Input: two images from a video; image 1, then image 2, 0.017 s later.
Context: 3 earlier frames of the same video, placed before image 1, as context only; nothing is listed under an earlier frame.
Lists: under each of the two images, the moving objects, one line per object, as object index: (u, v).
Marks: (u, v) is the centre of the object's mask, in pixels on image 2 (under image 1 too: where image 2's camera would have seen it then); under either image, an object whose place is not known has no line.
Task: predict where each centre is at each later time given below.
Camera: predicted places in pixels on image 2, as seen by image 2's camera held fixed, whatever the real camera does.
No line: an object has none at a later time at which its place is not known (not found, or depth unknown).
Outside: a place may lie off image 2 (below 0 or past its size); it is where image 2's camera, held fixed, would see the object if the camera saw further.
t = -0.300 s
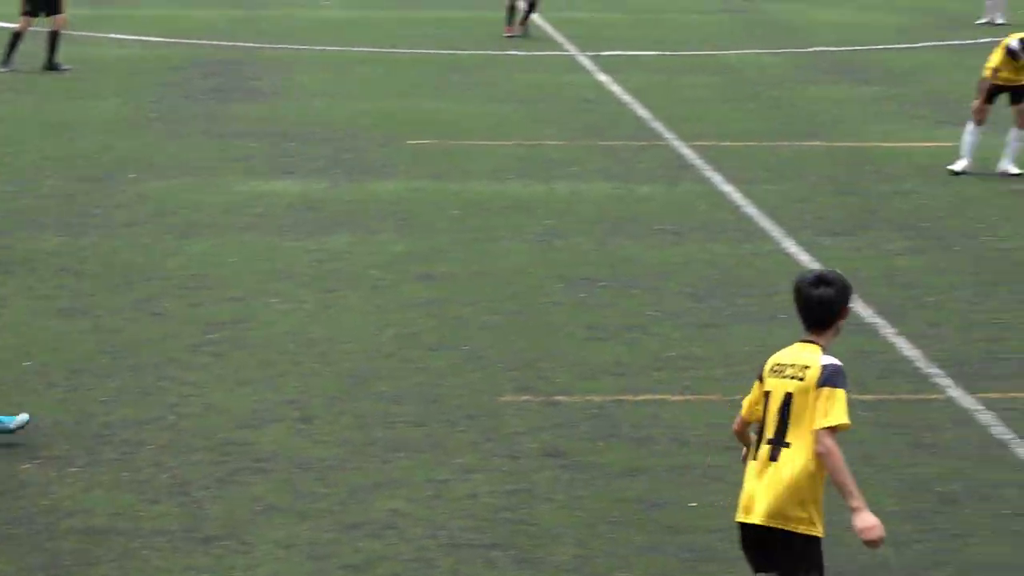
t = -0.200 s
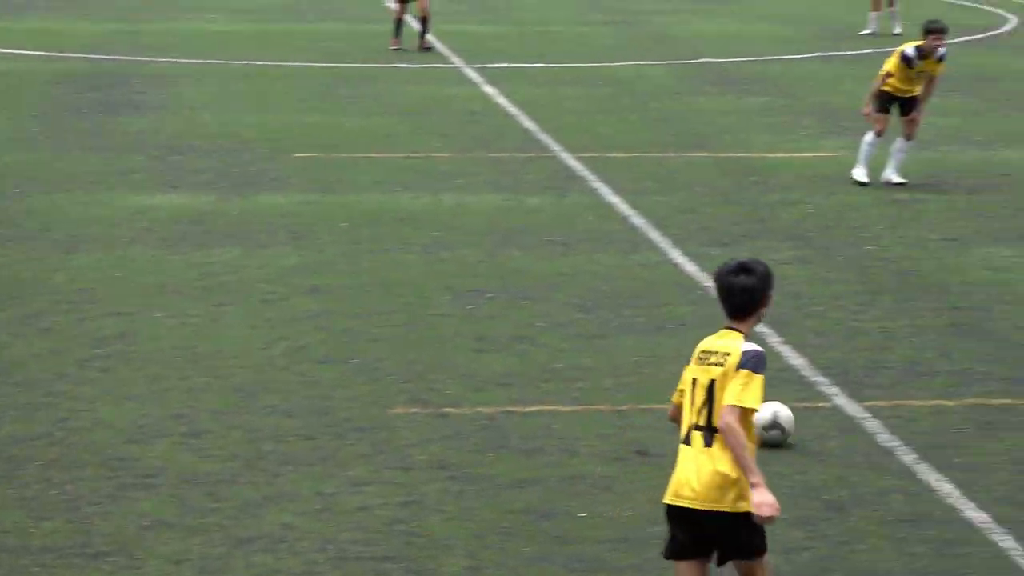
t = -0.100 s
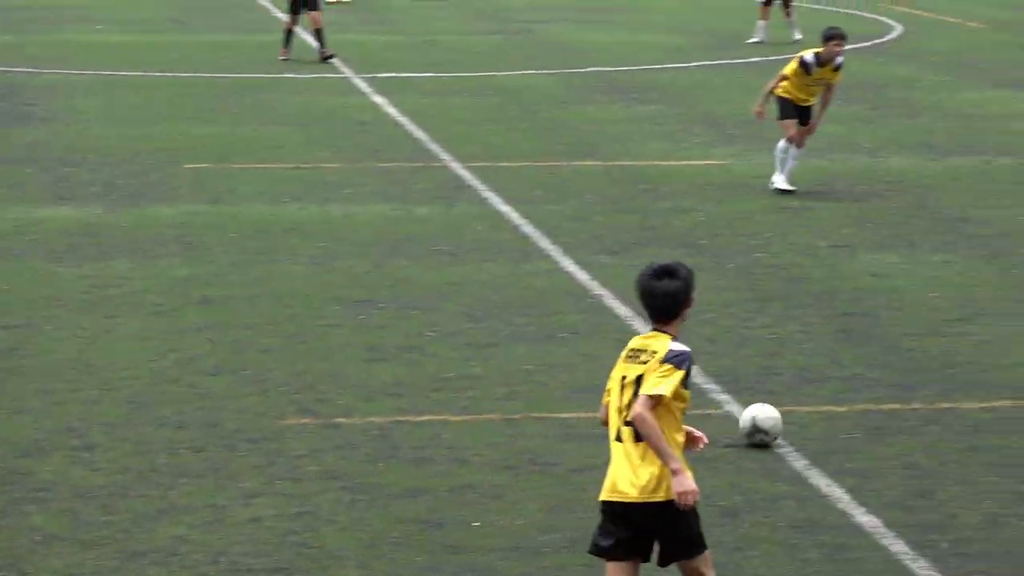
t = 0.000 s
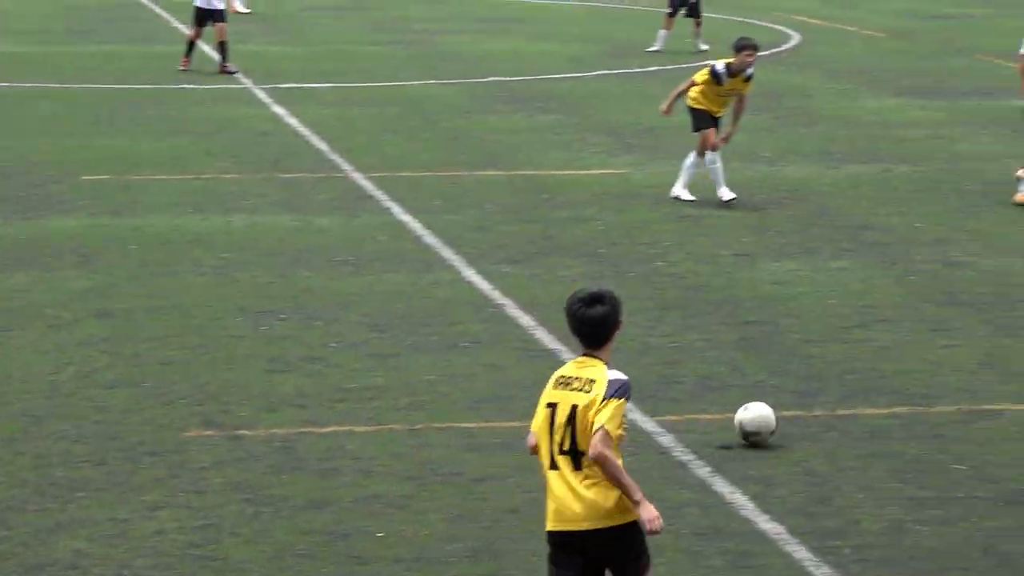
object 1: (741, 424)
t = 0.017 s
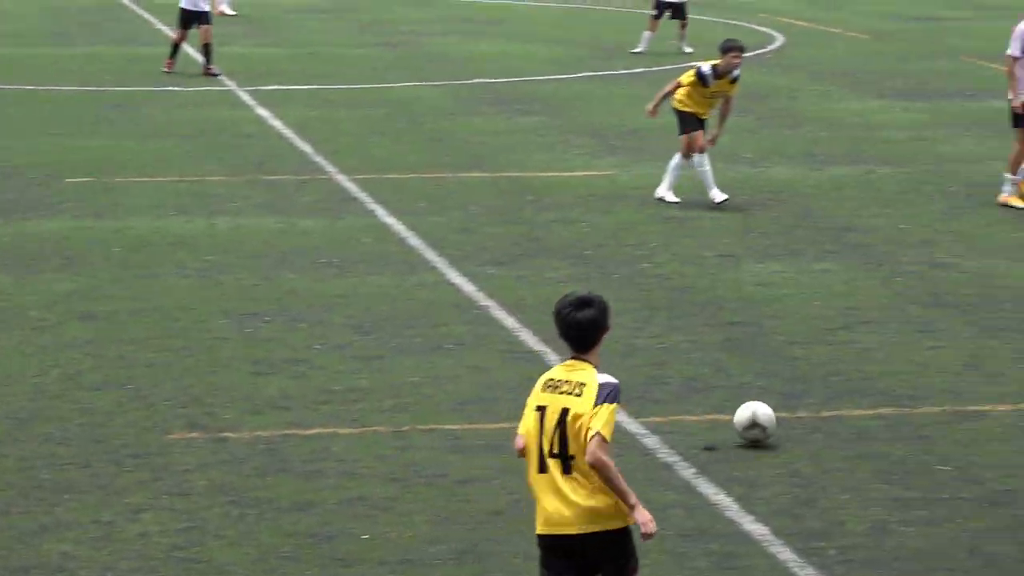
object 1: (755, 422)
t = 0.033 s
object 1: (770, 420)
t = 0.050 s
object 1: (784, 418)
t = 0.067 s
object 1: (799, 418)
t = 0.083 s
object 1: (813, 419)
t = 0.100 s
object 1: (827, 419)
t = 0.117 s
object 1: (841, 419)
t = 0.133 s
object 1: (856, 417)
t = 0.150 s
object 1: (870, 416)
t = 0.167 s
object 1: (883, 414)
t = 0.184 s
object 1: (898, 414)
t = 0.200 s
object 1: (912, 414)
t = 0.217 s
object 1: (925, 412)
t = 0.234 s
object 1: (939, 411)
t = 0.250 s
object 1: (953, 410)
